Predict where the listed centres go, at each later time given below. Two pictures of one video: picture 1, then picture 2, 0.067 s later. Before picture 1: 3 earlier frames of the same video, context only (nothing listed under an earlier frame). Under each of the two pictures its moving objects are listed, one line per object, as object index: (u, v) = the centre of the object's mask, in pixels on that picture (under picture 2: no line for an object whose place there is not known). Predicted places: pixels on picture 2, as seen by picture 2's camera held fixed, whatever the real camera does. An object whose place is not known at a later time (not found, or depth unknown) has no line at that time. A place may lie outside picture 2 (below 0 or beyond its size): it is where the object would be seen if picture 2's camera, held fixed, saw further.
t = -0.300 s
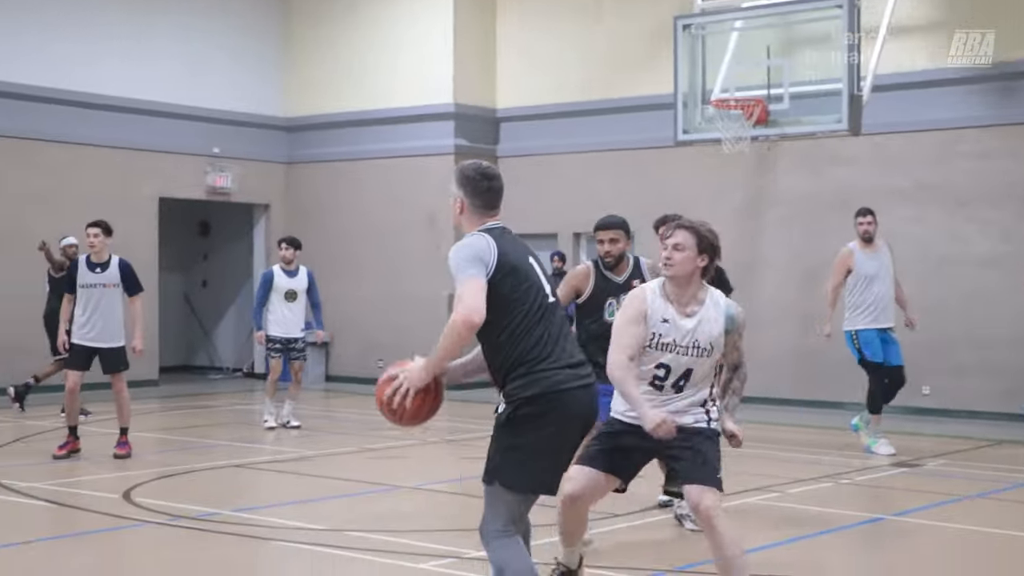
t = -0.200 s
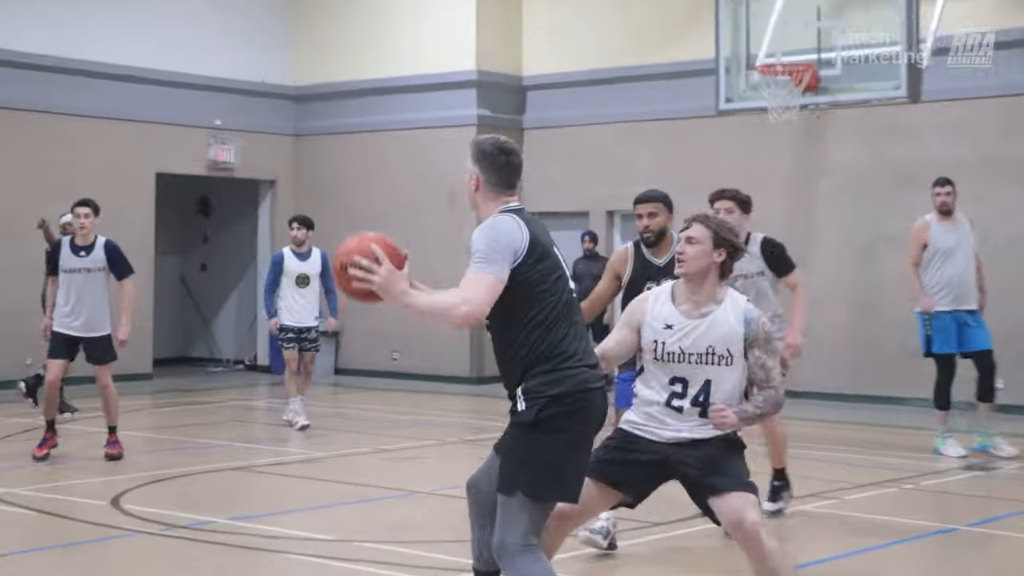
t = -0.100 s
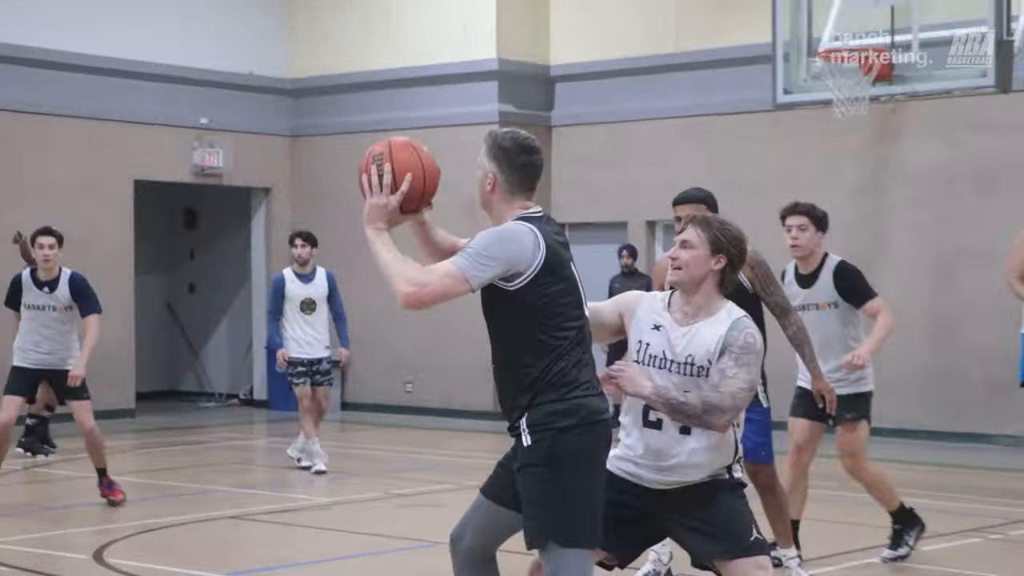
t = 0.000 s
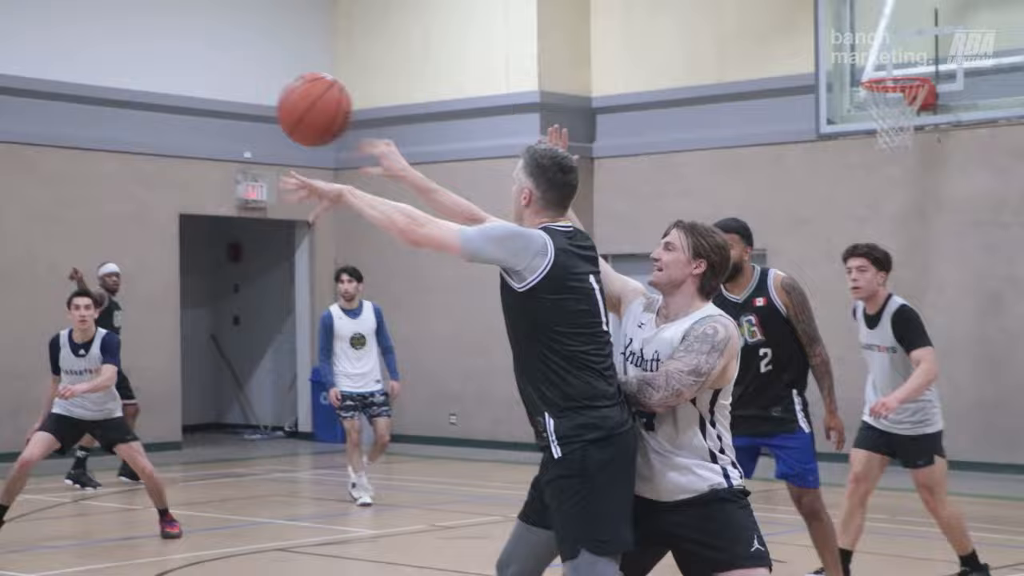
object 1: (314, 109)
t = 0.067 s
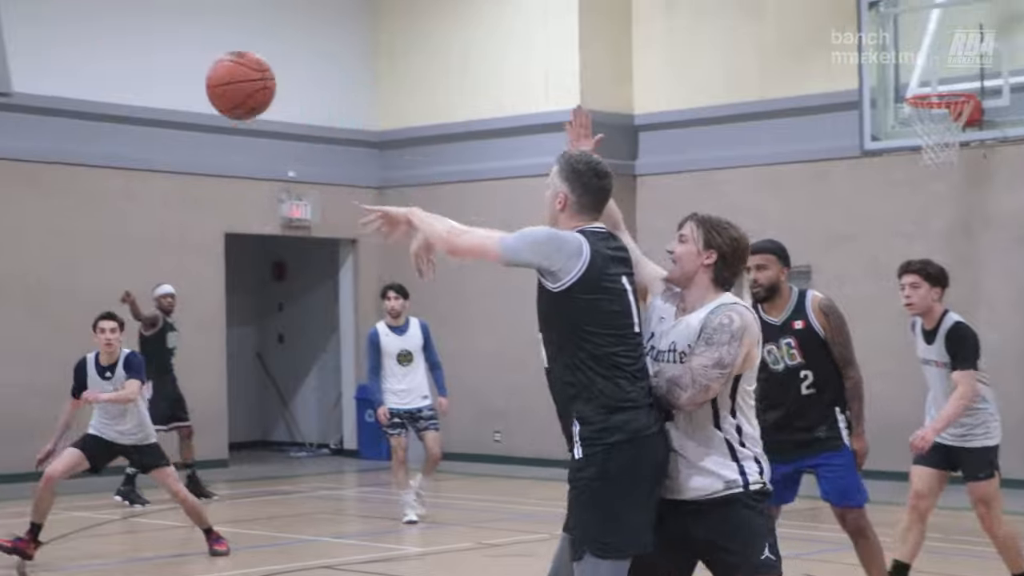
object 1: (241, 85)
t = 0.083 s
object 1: (214, 77)
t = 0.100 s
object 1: (188, 70)
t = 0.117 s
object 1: (163, 65)
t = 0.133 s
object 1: (138, 59)
